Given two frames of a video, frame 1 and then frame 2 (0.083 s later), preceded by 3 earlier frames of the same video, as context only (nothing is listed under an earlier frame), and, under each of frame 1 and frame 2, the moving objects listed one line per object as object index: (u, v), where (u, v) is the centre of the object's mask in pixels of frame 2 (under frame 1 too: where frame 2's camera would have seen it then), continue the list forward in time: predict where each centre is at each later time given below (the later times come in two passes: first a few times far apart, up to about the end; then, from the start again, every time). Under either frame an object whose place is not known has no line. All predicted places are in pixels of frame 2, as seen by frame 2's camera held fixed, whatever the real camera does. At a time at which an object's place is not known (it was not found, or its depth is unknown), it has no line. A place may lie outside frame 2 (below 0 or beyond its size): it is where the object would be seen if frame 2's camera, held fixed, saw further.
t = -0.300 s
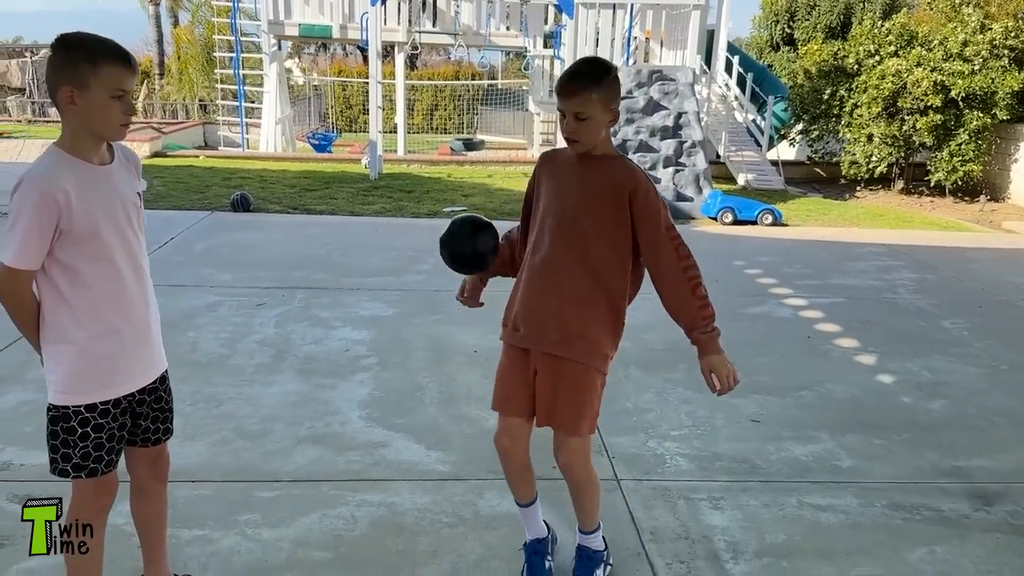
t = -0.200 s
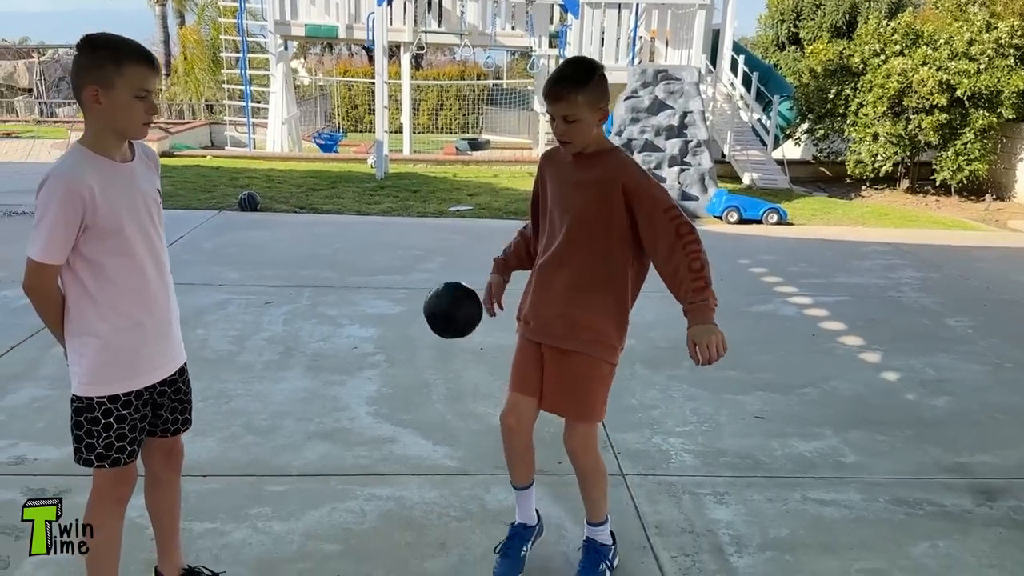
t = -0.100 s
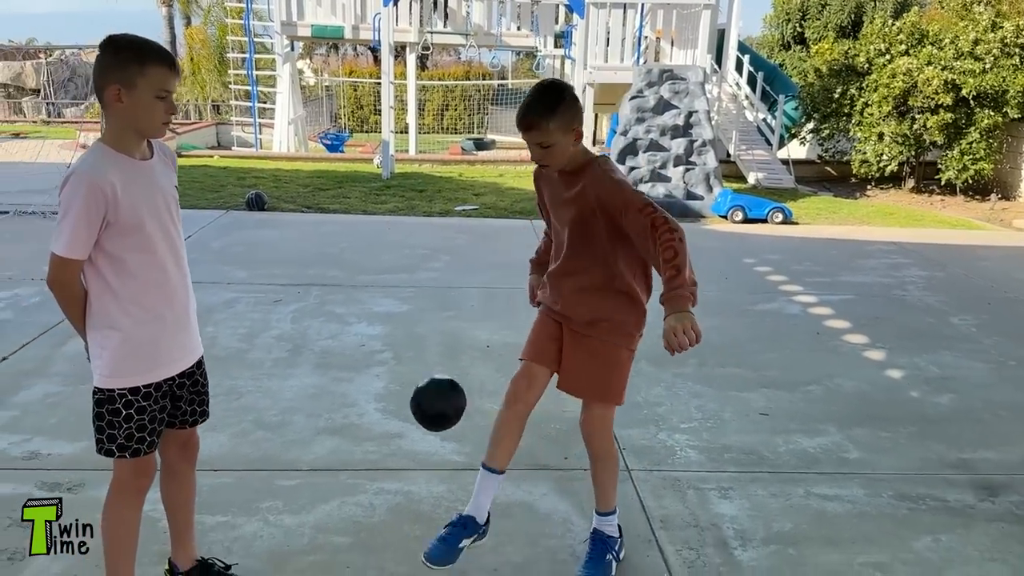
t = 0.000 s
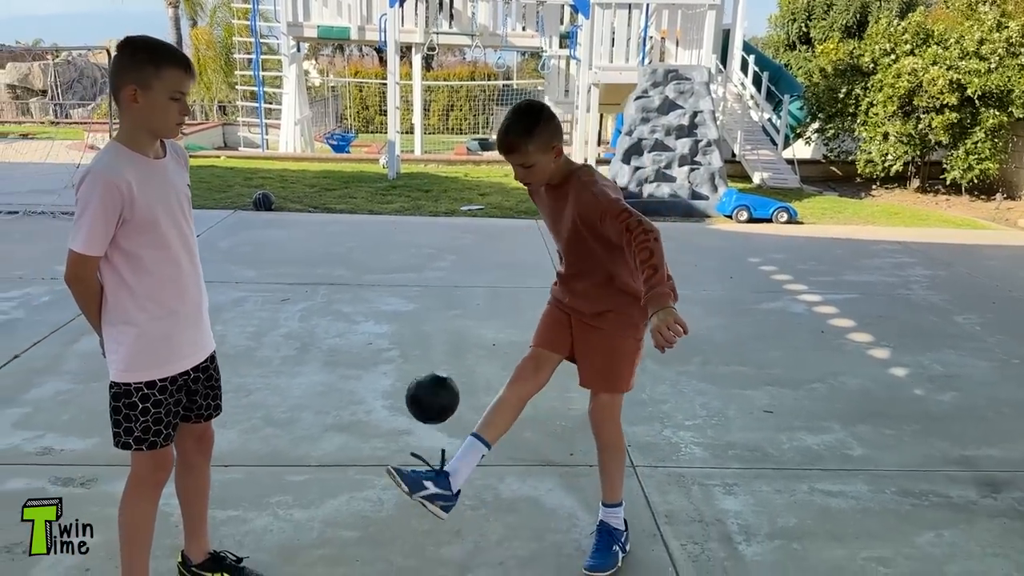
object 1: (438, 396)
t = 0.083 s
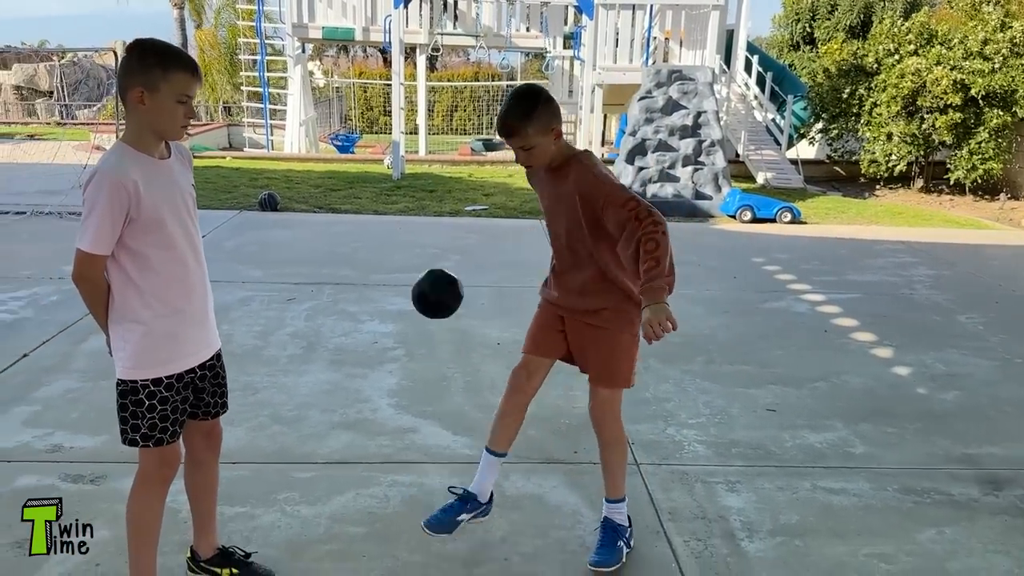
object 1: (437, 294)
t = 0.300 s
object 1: (435, 147)
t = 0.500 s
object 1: (434, 153)
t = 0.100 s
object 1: (437, 277)
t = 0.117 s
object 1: (437, 260)
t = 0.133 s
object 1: (437, 245)
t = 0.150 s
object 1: (436, 230)
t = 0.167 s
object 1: (436, 217)
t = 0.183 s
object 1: (436, 205)
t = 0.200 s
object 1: (435, 193)
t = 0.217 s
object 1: (436, 183)
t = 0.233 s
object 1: (435, 174)
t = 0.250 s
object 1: (435, 166)
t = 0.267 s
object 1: (435, 159)
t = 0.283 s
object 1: (435, 152)
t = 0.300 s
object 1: (435, 147)
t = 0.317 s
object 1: (435, 142)
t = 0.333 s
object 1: (435, 139)
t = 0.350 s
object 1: (435, 137)
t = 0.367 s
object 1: (435, 135)
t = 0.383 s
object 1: (435, 135)
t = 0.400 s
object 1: (435, 135)
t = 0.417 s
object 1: (435, 136)
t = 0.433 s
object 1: (435, 138)
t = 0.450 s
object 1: (434, 140)
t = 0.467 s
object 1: (435, 144)
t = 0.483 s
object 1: (435, 148)
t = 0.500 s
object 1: (434, 153)
